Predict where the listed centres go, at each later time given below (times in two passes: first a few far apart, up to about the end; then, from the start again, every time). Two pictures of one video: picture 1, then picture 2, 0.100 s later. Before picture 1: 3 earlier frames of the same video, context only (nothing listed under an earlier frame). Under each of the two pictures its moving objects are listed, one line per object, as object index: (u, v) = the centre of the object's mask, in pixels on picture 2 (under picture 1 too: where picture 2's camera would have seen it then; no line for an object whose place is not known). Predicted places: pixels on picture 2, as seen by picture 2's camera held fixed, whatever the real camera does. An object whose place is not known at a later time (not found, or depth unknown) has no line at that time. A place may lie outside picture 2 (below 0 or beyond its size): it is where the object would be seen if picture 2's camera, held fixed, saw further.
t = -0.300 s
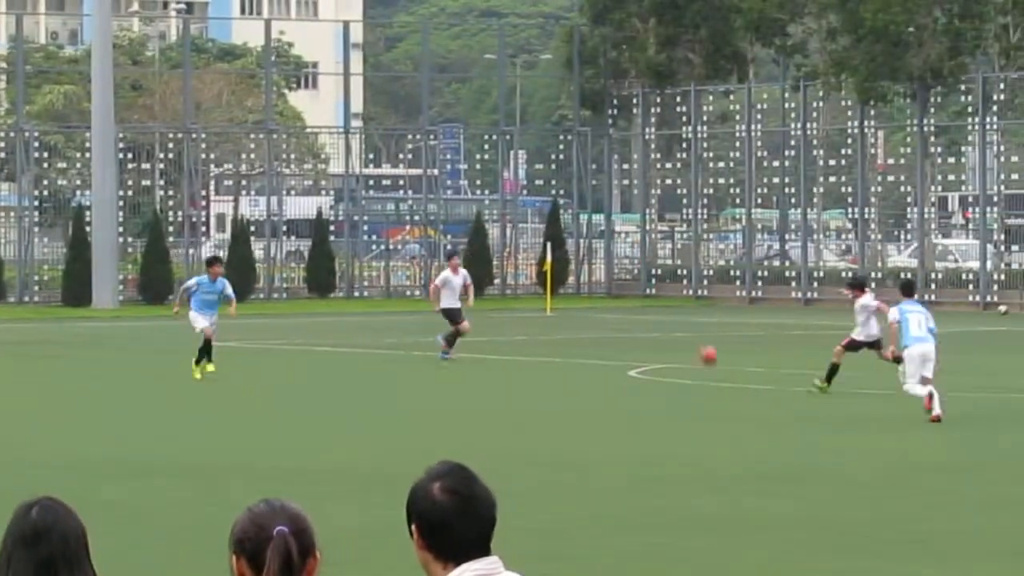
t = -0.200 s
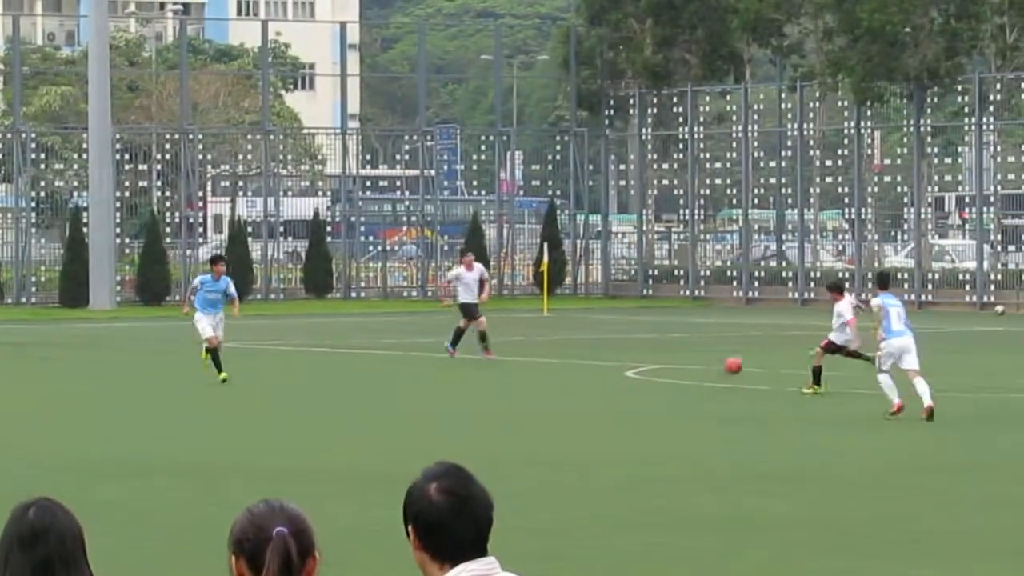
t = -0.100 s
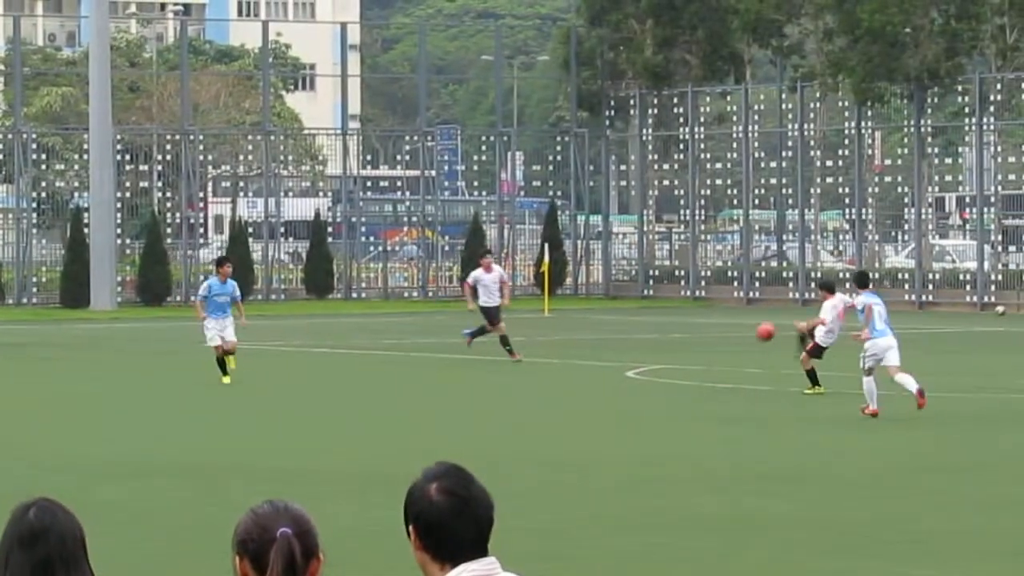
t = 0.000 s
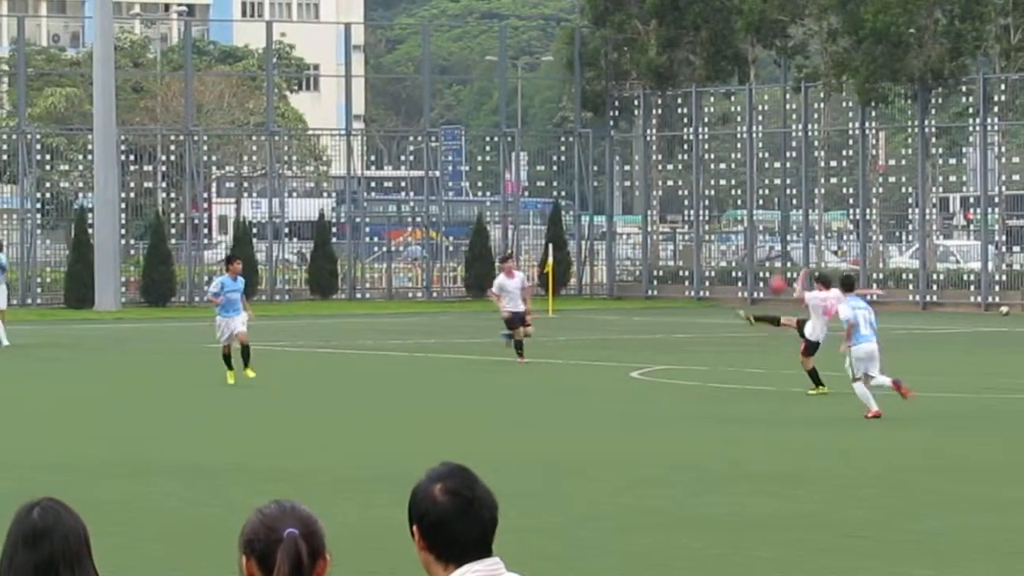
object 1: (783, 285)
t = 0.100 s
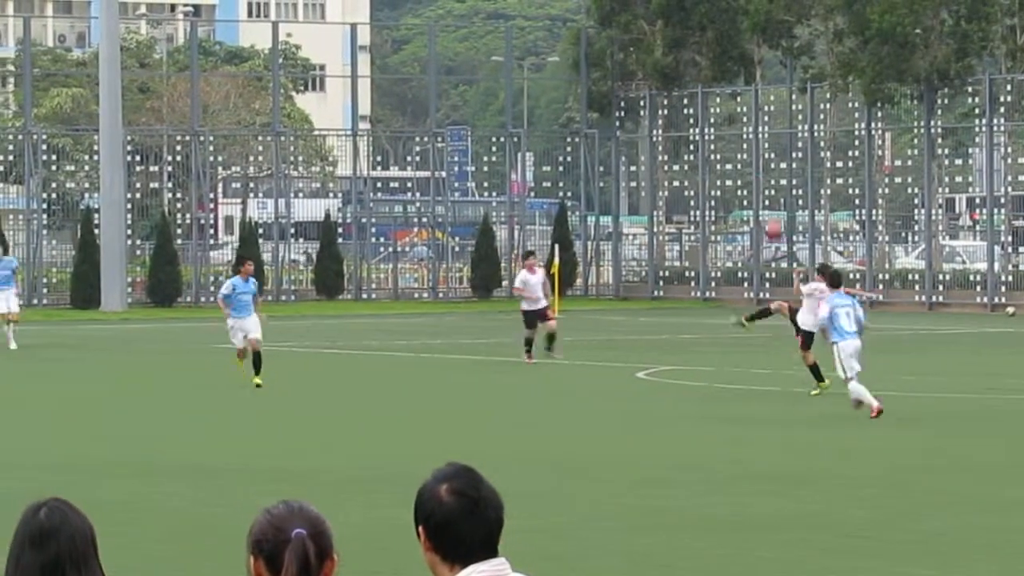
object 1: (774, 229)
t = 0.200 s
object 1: (764, 186)
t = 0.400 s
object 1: (745, 119)
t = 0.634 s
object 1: (726, 89)
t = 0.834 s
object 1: (706, 101)
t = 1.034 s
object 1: (686, 149)
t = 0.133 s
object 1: (770, 214)
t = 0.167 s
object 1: (767, 200)
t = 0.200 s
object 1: (764, 186)
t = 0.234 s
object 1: (762, 172)
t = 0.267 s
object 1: (757, 161)
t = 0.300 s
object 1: (755, 149)
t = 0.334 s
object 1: (752, 138)
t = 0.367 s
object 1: (748, 128)
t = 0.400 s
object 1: (745, 119)
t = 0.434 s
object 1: (742, 113)
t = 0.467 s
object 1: (740, 106)
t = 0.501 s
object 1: (737, 101)
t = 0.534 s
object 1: (733, 96)
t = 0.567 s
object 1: (730, 93)
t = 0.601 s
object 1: (728, 91)
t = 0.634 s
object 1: (726, 89)
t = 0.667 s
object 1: (722, 89)
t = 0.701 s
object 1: (719, 89)
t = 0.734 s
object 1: (714, 91)
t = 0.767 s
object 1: (713, 92)
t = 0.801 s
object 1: (709, 96)
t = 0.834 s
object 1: (706, 101)
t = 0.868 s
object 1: (703, 106)
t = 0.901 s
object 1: (700, 112)
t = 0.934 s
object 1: (696, 120)
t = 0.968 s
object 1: (693, 128)
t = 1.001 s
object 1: (689, 138)
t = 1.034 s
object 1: (686, 149)
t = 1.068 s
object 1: (682, 161)
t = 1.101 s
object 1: (677, 174)
